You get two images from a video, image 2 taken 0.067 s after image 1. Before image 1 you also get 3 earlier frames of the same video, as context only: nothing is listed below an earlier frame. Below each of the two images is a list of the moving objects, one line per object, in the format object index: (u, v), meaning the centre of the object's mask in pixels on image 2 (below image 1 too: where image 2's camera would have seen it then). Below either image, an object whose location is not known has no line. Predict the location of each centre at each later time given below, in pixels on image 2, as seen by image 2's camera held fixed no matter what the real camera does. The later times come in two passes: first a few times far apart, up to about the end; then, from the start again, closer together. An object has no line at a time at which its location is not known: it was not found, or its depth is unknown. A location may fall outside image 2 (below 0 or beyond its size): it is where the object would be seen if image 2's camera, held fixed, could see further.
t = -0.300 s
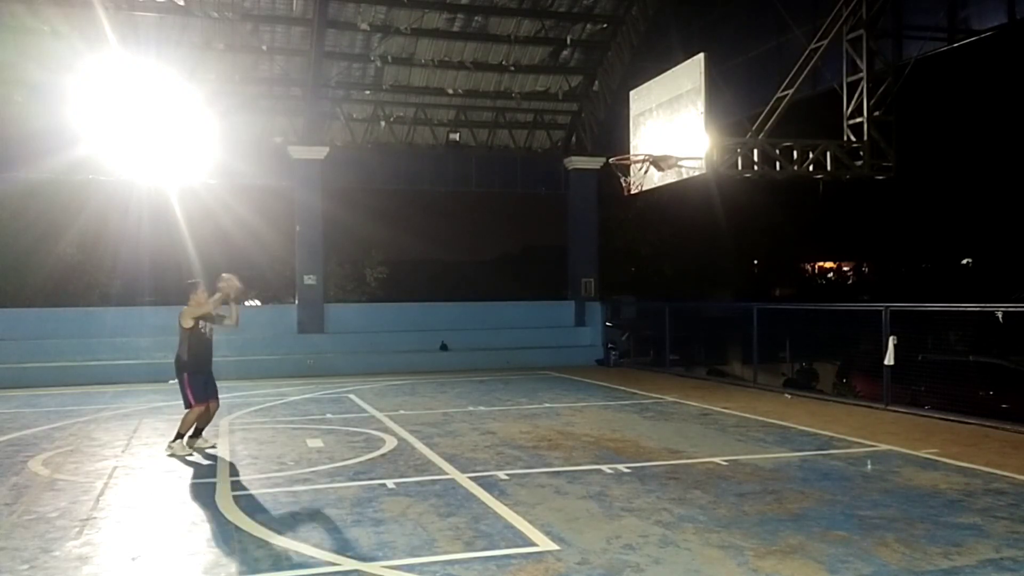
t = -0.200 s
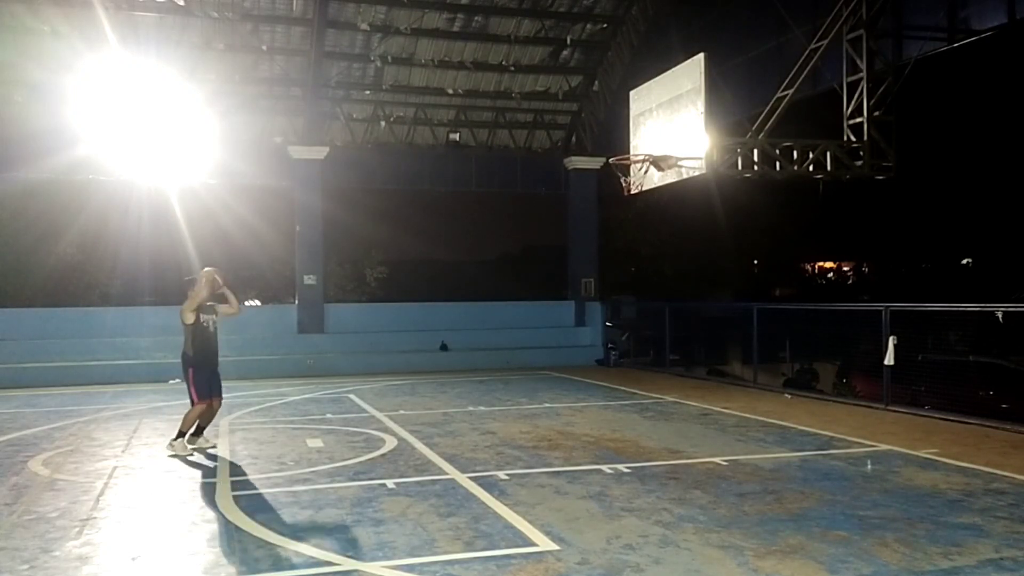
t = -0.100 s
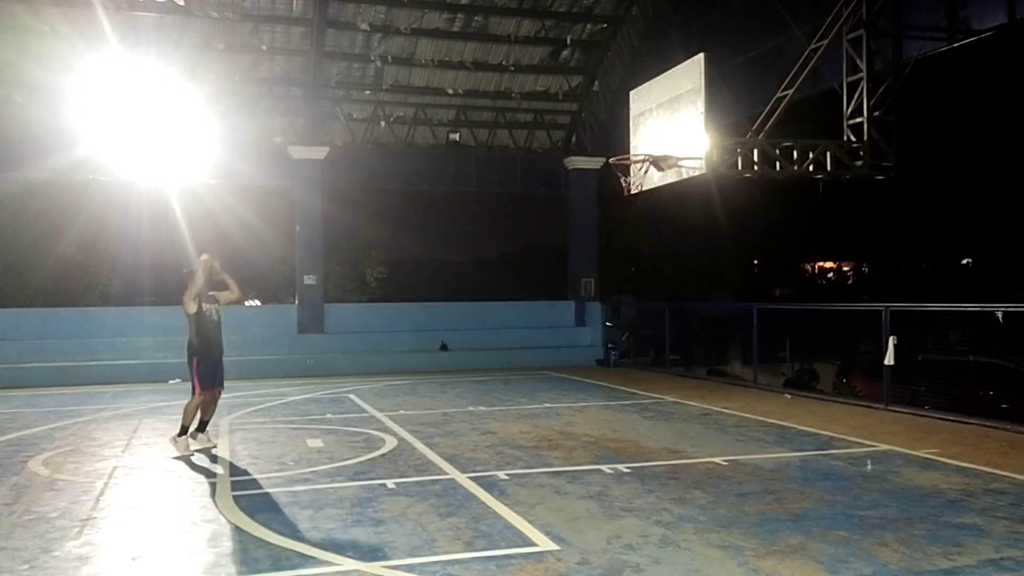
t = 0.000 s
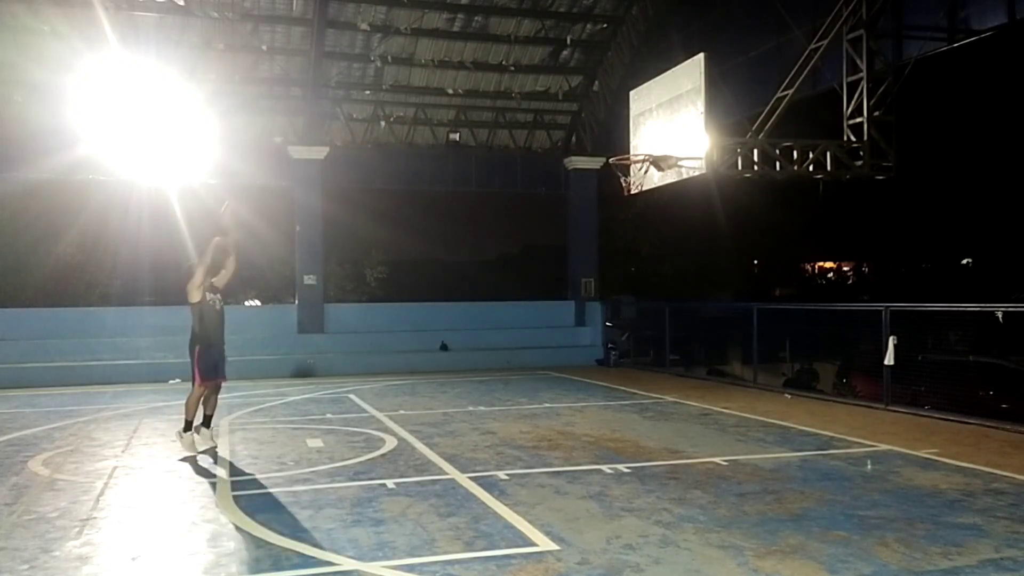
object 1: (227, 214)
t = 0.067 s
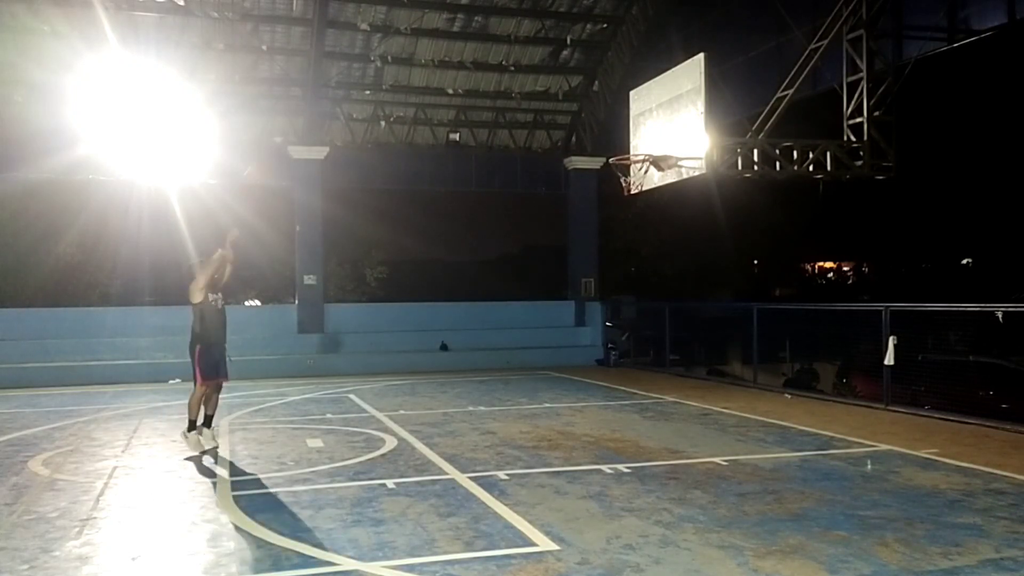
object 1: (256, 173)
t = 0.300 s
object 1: (344, 78)
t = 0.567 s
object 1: (438, 33)
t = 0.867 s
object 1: (534, 62)
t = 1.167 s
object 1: (620, 148)
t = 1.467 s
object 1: (644, 128)
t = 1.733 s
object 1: (622, 160)
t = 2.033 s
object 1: (652, 244)
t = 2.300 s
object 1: (678, 381)
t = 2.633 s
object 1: (706, 306)
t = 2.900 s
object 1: (729, 267)
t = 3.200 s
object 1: (754, 294)
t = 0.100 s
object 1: (273, 157)
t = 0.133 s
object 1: (280, 144)
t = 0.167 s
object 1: (296, 127)
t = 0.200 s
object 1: (309, 112)
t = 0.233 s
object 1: (320, 100)
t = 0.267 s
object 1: (332, 89)
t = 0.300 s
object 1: (344, 78)
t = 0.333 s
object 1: (356, 70)
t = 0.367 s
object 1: (369, 61)
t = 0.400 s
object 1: (380, 54)
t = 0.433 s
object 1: (391, 48)
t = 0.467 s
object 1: (404, 43)
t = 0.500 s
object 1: (414, 39)
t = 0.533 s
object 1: (426, 35)
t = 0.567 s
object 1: (438, 33)
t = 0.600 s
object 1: (449, 32)
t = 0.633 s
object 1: (459, 32)
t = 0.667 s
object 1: (471, 33)
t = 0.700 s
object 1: (481, 36)
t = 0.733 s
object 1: (492, 39)
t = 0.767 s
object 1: (502, 44)
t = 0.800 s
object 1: (513, 50)
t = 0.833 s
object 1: (524, 55)
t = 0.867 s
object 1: (534, 62)
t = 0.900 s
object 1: (545, 70)
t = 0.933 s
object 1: (556, 80)
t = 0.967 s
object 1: (567, 89)
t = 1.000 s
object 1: (576, 100)
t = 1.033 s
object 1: (587, 112)
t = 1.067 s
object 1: (596, 124)
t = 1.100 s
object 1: (606, 138)
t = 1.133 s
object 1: (615, 149)
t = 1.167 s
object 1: (620, 148)
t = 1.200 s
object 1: (624, 143)
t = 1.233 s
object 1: (629, 139)
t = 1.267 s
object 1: (633, 135)
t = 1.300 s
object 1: (639, 132)
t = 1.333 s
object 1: (643, 131)
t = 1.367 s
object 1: (648, 130)
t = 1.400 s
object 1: (650, 129)
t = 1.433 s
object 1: (647, 128)
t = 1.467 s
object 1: (644, 128)
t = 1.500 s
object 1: (641, 128)
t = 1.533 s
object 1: (638, 130)
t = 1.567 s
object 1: (636, 132)
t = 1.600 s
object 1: (632, 136)
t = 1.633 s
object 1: (630, 141)
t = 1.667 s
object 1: (627, 146)
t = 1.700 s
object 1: (624, 152)
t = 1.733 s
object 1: (622, 160)
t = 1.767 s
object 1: (625, 169)
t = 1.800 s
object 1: (629, 175)
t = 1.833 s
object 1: (633, 181)
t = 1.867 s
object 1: (637, 190)
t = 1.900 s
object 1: (640, 199)
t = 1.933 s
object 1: (643, 208)
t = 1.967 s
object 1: (646, 220)
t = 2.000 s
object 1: (649, 231)
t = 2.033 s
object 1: (652, 244)
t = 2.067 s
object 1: (656, 259)
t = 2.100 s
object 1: (659, 273)
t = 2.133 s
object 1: (662, 289)
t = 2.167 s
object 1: (665, 306)
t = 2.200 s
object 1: (669, 323)
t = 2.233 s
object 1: (672, 343)
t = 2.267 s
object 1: (675, 362)
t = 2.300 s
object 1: (678, 381)
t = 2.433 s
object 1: (689, 376)
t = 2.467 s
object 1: (692, 362)
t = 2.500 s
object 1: (695, 349)
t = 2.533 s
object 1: (698, 337)
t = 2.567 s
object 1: (701, 326)
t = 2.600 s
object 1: (704, 316)
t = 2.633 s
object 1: (706, 306)
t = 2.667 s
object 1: (709, 298)
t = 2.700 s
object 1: (712, 291)
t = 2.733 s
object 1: (715, 285)
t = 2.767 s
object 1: (718, 279)
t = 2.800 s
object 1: (720, 275)
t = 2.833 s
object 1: (724, 271)
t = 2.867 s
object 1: (727, 269)
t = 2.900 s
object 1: (729, 267)
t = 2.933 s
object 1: (732, 266)
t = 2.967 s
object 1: (735, 267)
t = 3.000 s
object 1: (737, 268)
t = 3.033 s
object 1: (740, 270)
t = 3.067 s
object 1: (743, 273)
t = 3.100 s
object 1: (746, 277)
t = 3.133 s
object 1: (749, 282)
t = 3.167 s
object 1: (752, 287)
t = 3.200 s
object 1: (754, 294)
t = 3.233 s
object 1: (757, 302)
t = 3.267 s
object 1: (760, 311)
